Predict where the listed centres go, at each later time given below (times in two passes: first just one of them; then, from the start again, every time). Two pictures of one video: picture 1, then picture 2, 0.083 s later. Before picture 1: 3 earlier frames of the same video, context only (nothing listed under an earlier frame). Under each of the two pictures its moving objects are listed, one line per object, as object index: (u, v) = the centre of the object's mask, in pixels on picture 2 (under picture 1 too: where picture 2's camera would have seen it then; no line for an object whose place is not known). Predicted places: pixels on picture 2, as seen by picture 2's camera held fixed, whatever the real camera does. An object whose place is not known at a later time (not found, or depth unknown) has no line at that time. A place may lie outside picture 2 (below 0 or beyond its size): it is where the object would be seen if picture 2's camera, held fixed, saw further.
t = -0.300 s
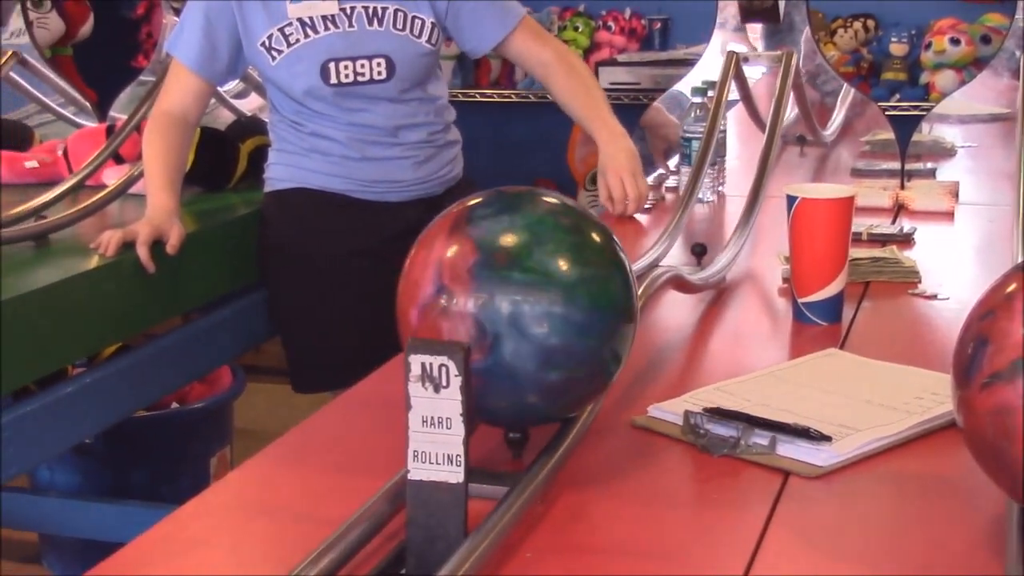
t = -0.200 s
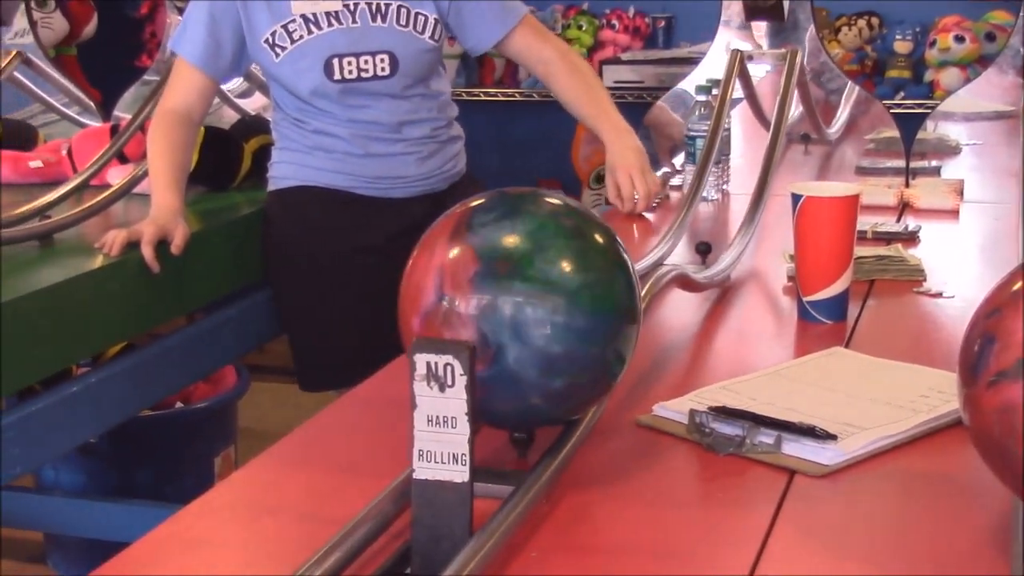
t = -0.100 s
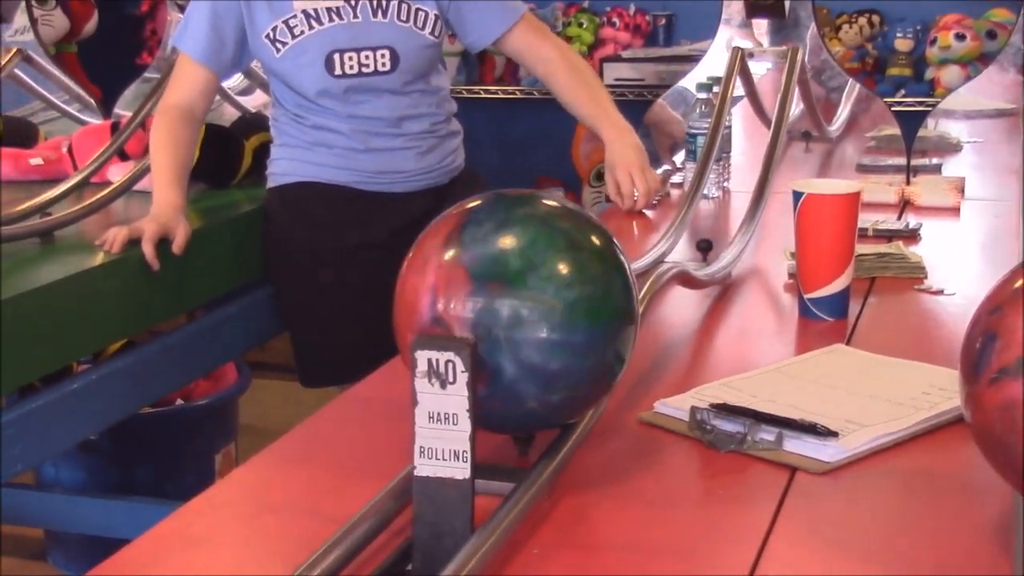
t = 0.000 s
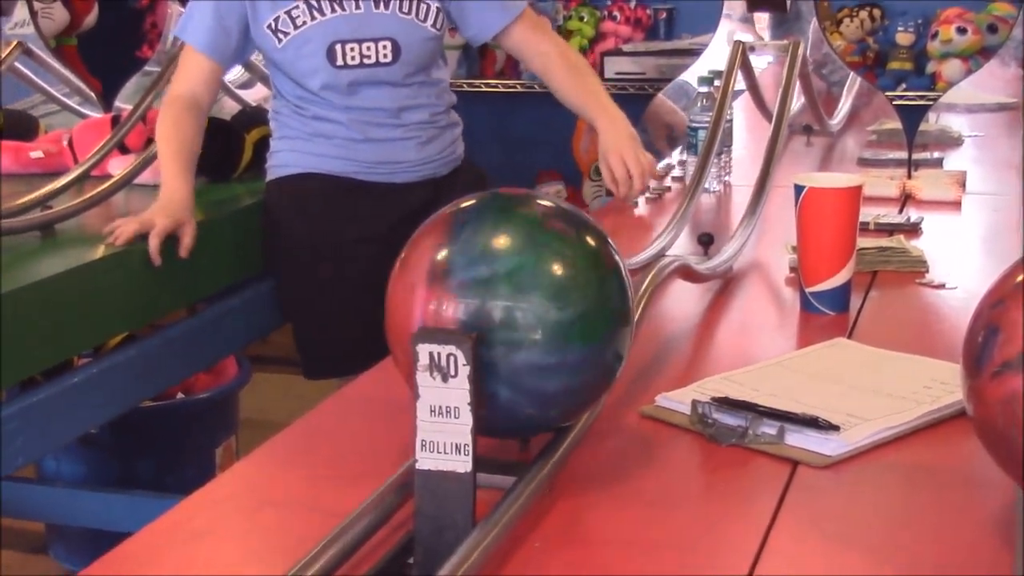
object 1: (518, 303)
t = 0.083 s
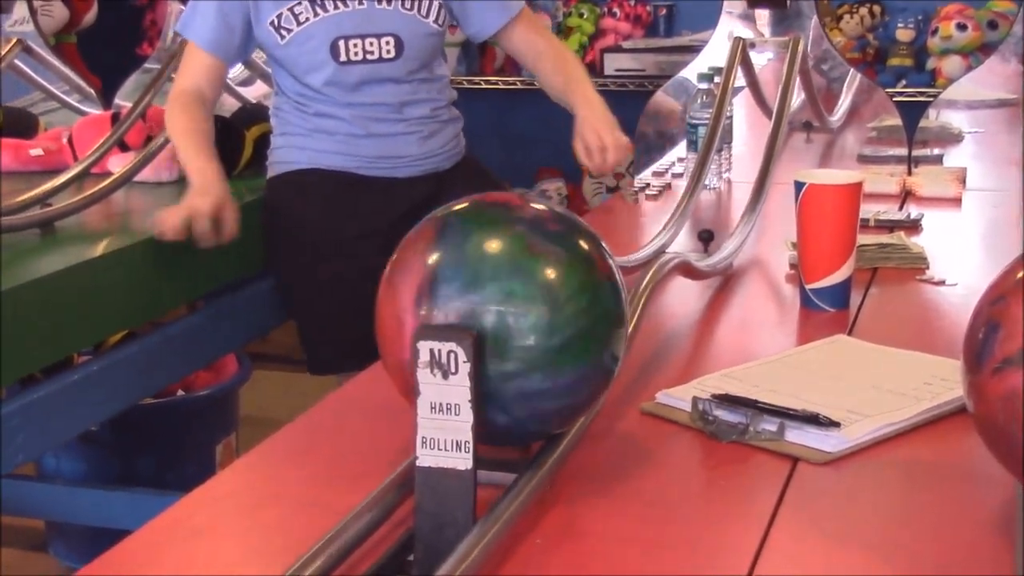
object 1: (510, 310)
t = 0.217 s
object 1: (499, 317)
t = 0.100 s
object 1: (508, 311)
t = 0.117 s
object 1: (506, 312)
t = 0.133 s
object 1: (504, 314)
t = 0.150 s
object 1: (502, 315)
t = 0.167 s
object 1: (500, 316)
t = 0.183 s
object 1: (500, 317)
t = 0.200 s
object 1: (500, 317)
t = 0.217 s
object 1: (499, 317)
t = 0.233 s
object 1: (500, 317)
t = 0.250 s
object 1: (500, 316)
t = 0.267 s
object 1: (500, 316)
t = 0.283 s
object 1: (500, 316)
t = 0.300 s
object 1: (500, 316)
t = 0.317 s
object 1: (501, 316)
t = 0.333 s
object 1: (501, 316)
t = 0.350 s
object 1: (500, 316)
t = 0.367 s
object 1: (500, 317)
